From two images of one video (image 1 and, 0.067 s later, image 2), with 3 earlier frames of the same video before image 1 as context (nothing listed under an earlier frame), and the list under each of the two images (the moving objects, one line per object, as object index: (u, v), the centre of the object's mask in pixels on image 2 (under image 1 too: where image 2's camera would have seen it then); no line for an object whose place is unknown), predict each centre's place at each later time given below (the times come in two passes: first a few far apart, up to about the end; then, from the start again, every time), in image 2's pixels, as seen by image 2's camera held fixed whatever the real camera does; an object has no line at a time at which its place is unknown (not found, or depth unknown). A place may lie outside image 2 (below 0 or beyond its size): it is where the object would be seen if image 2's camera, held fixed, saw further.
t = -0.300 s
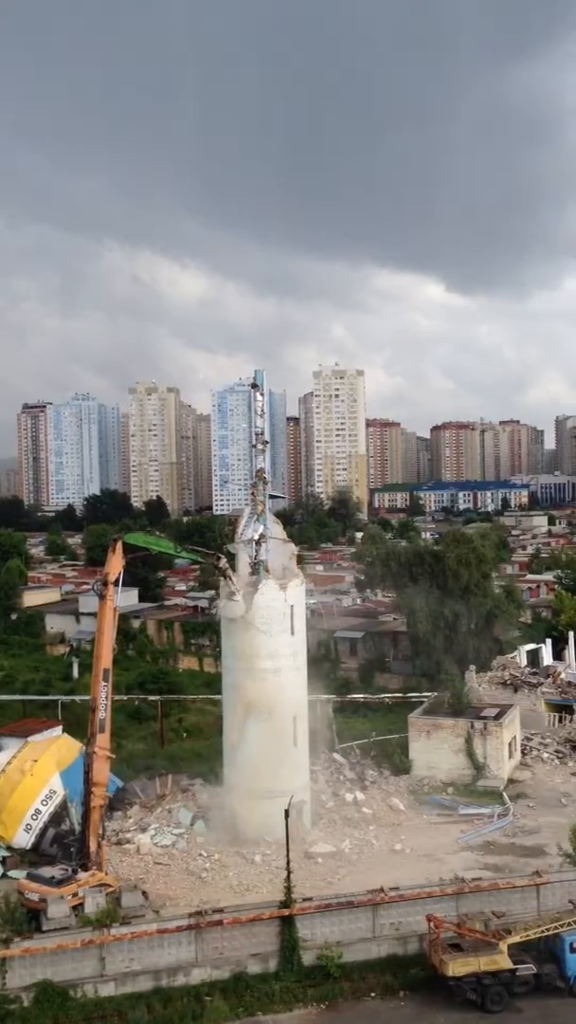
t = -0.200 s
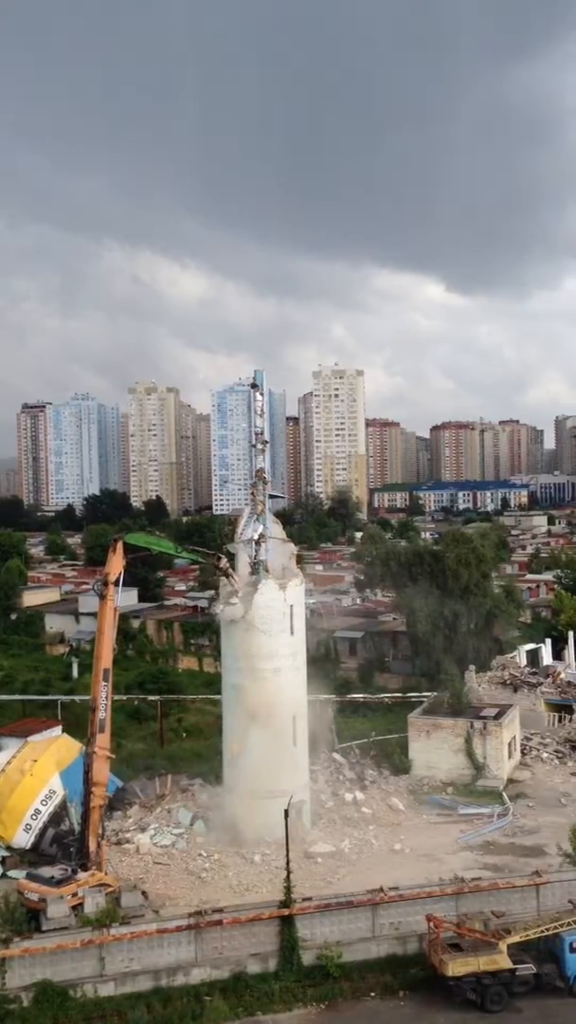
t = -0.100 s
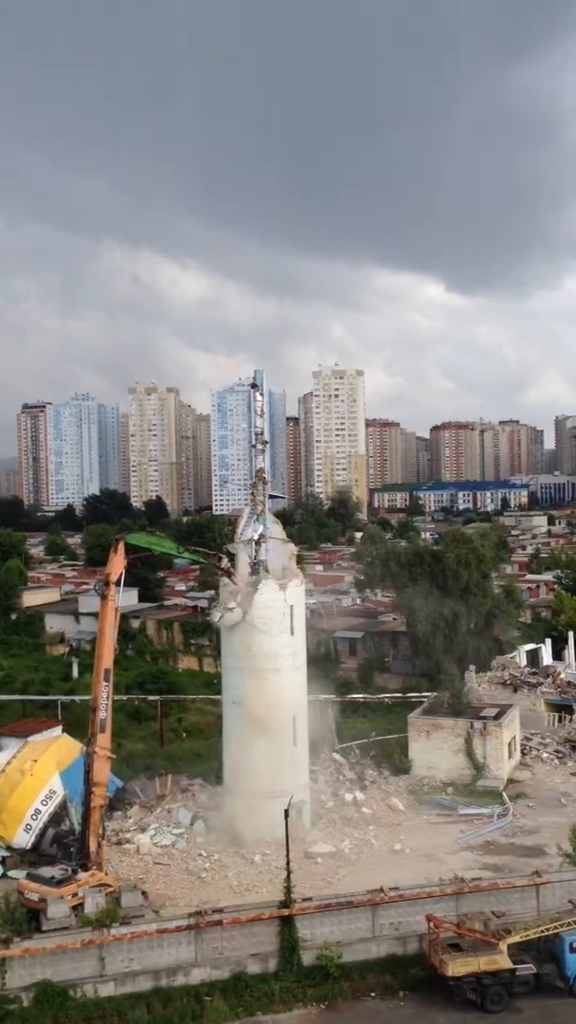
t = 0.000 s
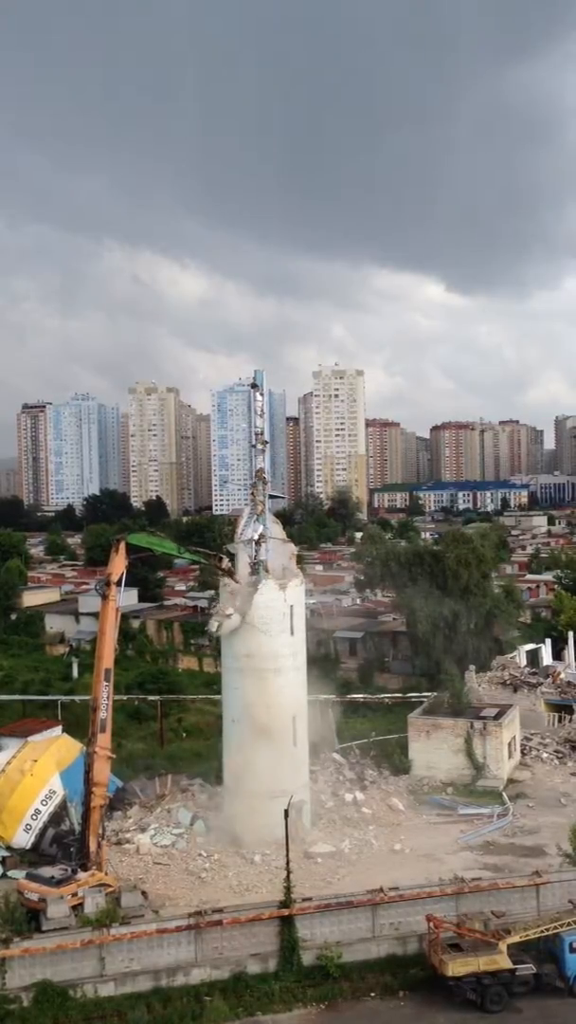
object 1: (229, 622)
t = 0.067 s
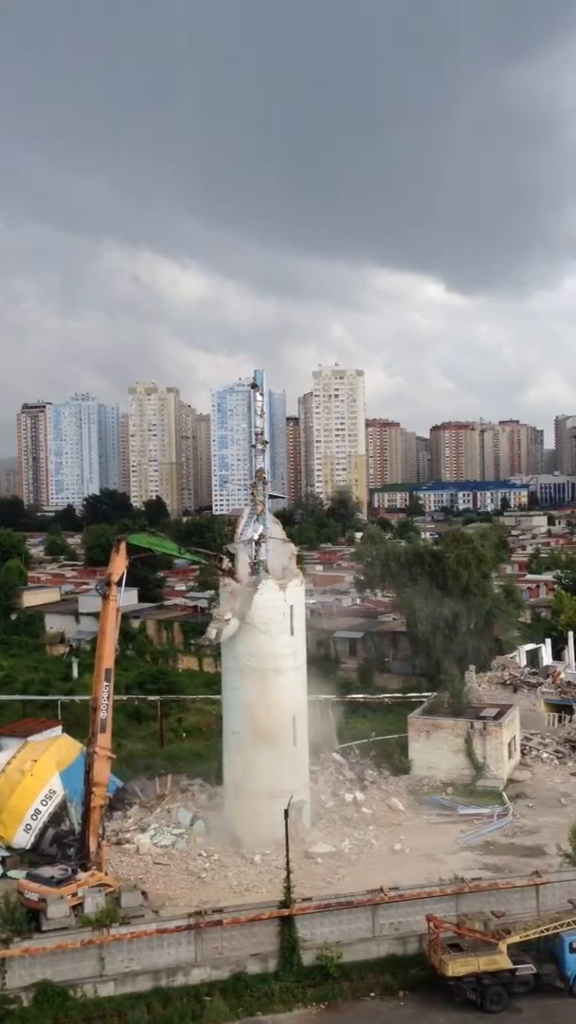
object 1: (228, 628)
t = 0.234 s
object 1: (227, 645)
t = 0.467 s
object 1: (224, 677)
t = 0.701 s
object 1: (222, 718)
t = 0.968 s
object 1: (221, 777)
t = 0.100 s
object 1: (229, 630)
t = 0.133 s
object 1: (228, 633)
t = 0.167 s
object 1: (229, 638)
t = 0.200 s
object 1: (228, 640)
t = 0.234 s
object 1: (227, 645)
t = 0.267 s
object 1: (227, 647)
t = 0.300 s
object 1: (226, 653)
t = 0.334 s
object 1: (226, 658)
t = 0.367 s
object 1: (225, 663)
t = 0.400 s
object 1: (225, 668)
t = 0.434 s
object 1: (225, 673)
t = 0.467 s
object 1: (224, 677)
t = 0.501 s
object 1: (224, 682)
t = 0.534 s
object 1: (224, 687)
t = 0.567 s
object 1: (223, 694)
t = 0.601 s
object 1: (223, 699)
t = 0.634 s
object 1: (223, 705)
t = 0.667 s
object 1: (223, 711)
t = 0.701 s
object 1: (222, 718)
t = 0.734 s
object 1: (222, 725)
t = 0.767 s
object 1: (222, 731)
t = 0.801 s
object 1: (222, 738)
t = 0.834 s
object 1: (221, 745)
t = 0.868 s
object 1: (221, 753)
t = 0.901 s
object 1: (221, 761)
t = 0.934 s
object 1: (221, 769)
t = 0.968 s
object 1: (221, 777)
